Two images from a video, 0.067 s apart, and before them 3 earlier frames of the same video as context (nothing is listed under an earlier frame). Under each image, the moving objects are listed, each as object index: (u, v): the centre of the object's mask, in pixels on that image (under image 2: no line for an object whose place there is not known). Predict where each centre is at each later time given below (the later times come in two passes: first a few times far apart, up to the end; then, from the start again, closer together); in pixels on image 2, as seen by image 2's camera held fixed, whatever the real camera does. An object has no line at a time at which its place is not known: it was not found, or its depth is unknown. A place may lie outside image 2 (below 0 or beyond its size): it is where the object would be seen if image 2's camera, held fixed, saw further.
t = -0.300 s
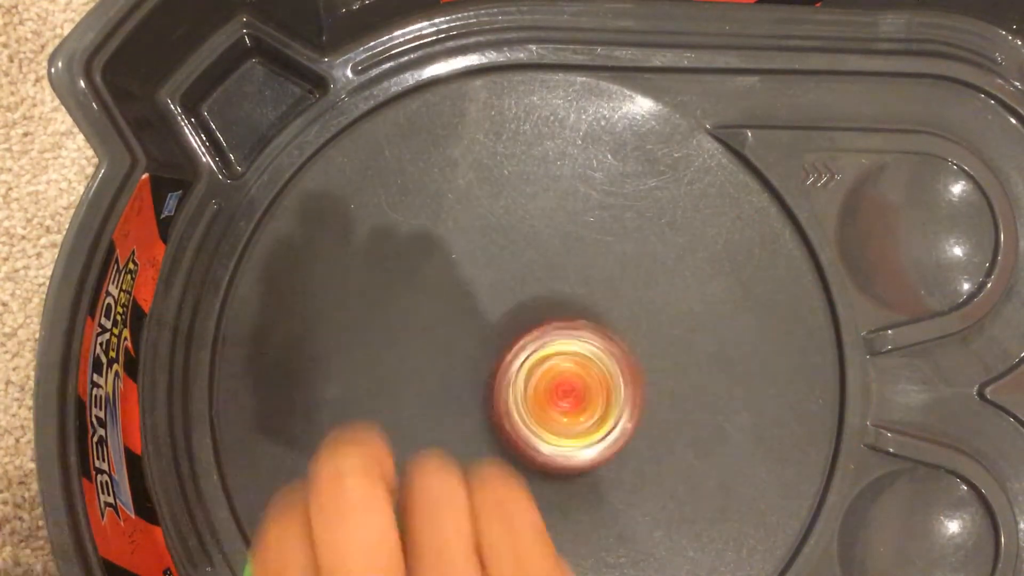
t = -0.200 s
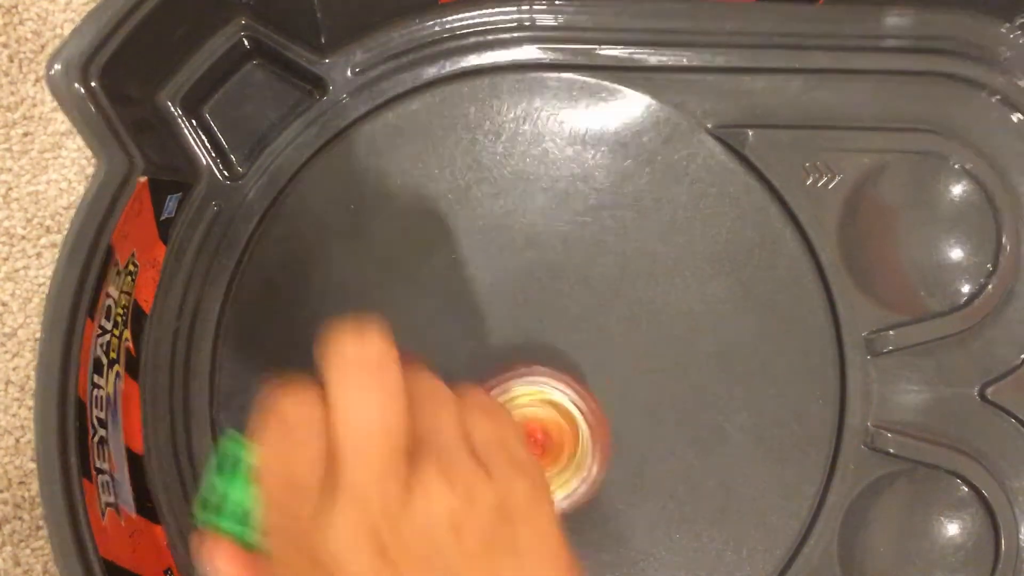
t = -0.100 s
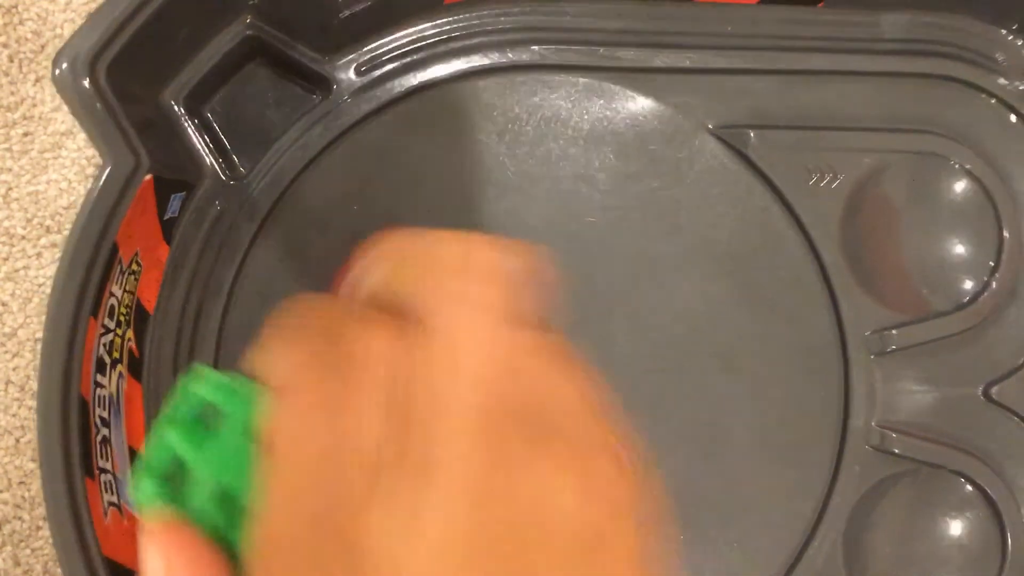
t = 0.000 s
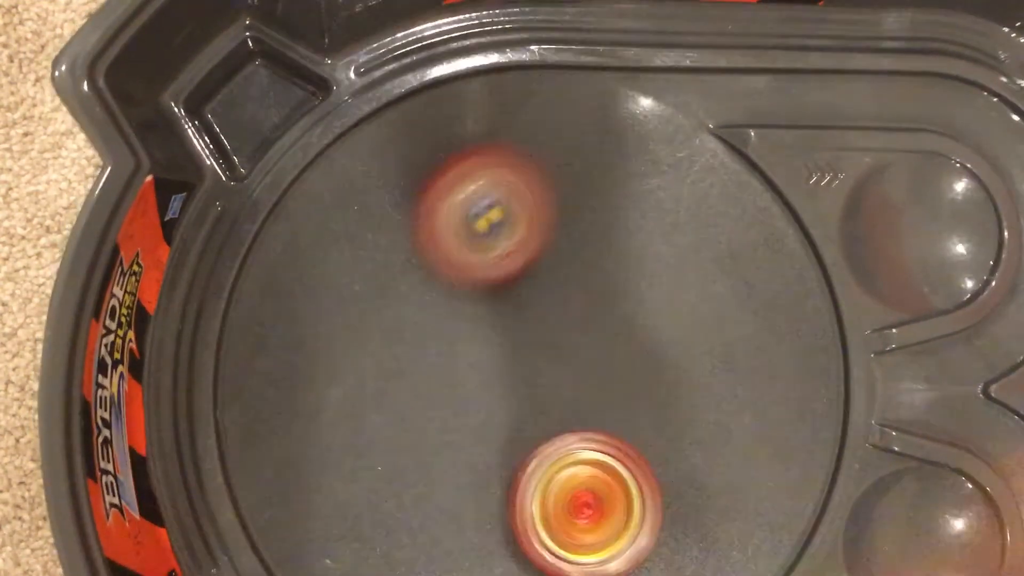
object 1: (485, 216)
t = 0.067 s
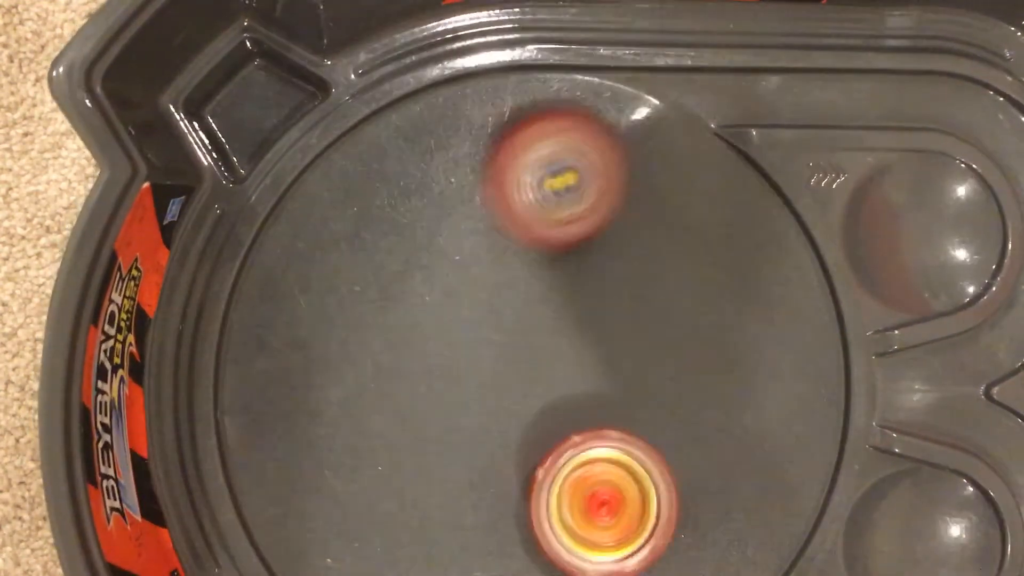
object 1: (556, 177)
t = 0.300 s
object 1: (725, 183)
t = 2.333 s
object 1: (669, 409)
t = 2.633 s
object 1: (678, 470)
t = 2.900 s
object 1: (623, 452)
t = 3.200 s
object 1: (570, 454)
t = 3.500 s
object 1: (569, 452)
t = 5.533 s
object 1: (530, 338)
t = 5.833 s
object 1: (612, 316)
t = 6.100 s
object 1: (655, 331)
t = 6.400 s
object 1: (705, 346)
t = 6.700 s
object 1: (667, 349)
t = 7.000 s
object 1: (687, 428)
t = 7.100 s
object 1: (669, 409)
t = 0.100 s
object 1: (588, 168)
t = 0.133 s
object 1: (619, 165)
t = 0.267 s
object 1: (711, 179)
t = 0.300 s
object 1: (725, 183)
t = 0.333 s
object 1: (734, 187)
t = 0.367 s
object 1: (739, 192)
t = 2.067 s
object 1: (717, 391)
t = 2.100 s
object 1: (711, 395)
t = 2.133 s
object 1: (705, 398)
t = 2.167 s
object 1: (698, 399)
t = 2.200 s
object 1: (691, 400)
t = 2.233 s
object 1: (684, 401)
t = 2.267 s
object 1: (676, 402)
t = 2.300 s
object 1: (669, 405)
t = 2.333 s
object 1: (669, 409)
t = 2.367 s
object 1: (693, 426)
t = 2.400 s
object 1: (711, 440)
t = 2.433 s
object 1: (723, 452)
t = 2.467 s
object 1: (729, 462)
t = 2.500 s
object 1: (729, 470)
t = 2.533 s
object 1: (724, 475)
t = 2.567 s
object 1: (713, 475)
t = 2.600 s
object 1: (698, 474)
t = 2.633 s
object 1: (678, 470)
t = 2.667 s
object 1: (659, 463)
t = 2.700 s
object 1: (639, 456)
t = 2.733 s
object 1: (623, 450)
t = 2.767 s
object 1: (624, 450)
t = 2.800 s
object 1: (626, 450)
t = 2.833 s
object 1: (627, 450)
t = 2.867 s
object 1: (626, 451)
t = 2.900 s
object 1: (623, 452)
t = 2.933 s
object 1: (619, 451)
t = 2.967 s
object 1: (615, 452)
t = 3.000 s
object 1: (609, 451)
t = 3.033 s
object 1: (603, 452)
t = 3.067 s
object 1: (596, 452)
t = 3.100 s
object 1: (590, 452)
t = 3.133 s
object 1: (583, 452)
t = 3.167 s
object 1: (577, 452)
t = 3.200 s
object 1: (570, 454)
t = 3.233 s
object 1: (568, 463)
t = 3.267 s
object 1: (565, 471)
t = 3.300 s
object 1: (563, 477)
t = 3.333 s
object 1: (562, 479)
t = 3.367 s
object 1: (561, 480)
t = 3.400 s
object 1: (561, 477)
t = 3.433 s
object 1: (562, 470)
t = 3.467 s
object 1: (564, 462)
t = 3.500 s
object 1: (569, 452)
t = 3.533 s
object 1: (575, 443)
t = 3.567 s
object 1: (582, 436)
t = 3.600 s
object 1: (589, 430)
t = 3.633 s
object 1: (593, 424)
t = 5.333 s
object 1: (537, 296)
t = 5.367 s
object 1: (534, 306)
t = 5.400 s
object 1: (532, 316)
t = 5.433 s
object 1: (530, 324)
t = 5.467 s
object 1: (529, 330)
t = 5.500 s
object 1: (529, 335)
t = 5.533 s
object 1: (530, 338)
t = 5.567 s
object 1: (533, 339)
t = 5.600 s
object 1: (537, 338)
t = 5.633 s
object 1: (543, 337)
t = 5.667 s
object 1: (552, 333)
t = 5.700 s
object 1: (562, 329)
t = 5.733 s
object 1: (574, 325)
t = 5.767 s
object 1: (587, 321)
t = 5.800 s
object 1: (600, 318)
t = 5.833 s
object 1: (612, 316)
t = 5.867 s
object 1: (624, 316)
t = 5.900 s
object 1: (634, 317)
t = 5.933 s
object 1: (642, 319)
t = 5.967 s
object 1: (648, 322)
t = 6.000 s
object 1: (653, 325)
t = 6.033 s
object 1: (655, 326)
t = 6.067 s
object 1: (656, 328)
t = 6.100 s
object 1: (655, 331)
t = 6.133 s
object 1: (653, 332)
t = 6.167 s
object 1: (652, 333)
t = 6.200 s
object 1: (663, 336)
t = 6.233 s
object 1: (676, 339)
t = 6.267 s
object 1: (687, 342)
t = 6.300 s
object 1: (696, 344)
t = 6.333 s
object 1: (701, 345)
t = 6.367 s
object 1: (704, 346)
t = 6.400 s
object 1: (705, 346)
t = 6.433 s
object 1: (705, 347)
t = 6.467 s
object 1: (702, 347)
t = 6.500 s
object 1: (698, 346)
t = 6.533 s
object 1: (693, 345)
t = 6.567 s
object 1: (687, 346)
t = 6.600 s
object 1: (681, 346)
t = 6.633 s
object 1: (675, 346)
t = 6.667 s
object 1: (671, 347)
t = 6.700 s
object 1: (667, 349)
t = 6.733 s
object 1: (664, 351)
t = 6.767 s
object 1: (663, 357)
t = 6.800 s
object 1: (675, 376)
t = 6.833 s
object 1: (686, 397)
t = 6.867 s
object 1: (693, 412)
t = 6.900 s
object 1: (696, 422)
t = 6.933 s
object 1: (695, 428)
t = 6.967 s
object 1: (693, 429)
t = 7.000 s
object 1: (687, 428)
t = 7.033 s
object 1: (681, 422)
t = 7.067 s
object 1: (676, 416)
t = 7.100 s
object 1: (669, 409)
